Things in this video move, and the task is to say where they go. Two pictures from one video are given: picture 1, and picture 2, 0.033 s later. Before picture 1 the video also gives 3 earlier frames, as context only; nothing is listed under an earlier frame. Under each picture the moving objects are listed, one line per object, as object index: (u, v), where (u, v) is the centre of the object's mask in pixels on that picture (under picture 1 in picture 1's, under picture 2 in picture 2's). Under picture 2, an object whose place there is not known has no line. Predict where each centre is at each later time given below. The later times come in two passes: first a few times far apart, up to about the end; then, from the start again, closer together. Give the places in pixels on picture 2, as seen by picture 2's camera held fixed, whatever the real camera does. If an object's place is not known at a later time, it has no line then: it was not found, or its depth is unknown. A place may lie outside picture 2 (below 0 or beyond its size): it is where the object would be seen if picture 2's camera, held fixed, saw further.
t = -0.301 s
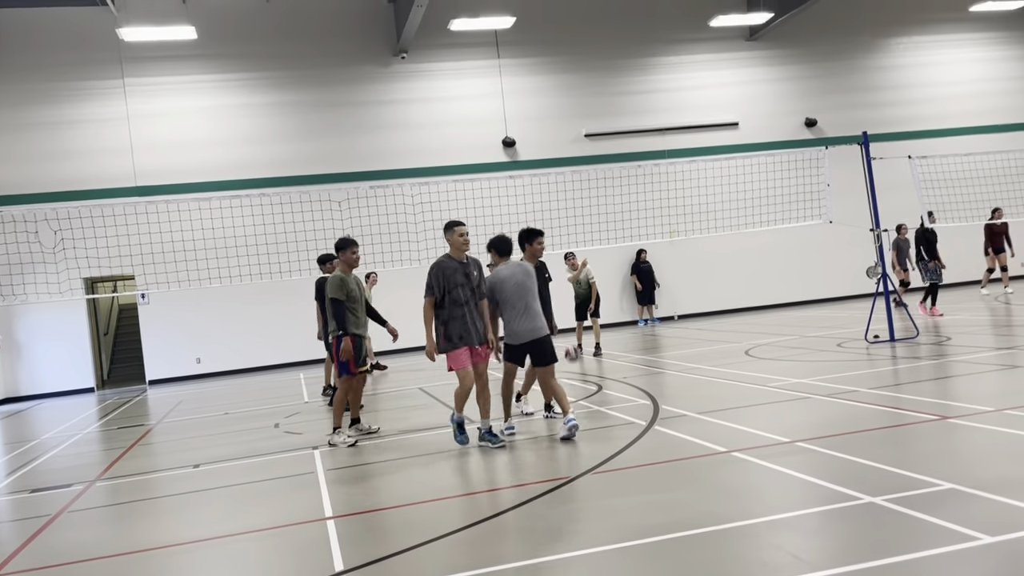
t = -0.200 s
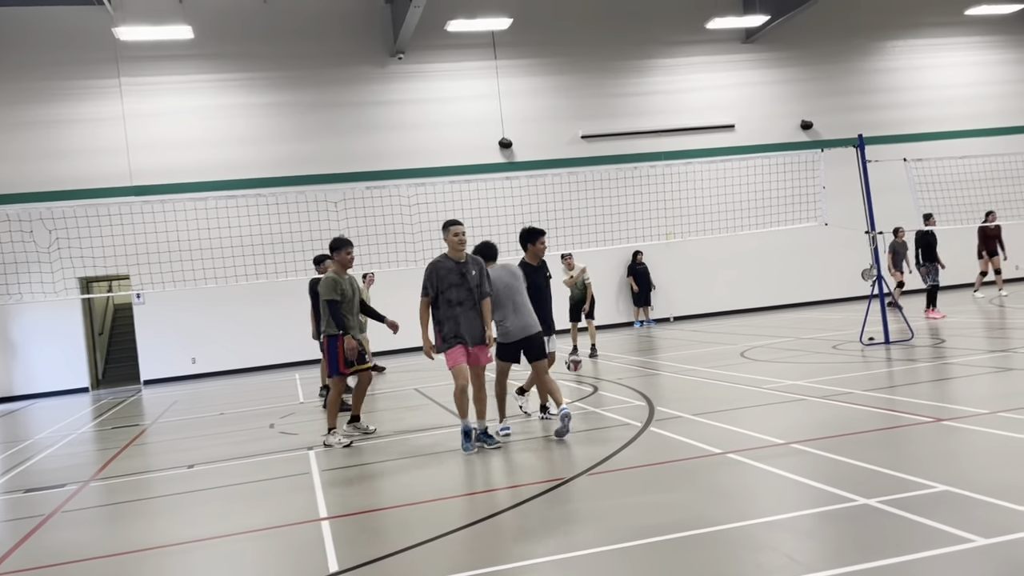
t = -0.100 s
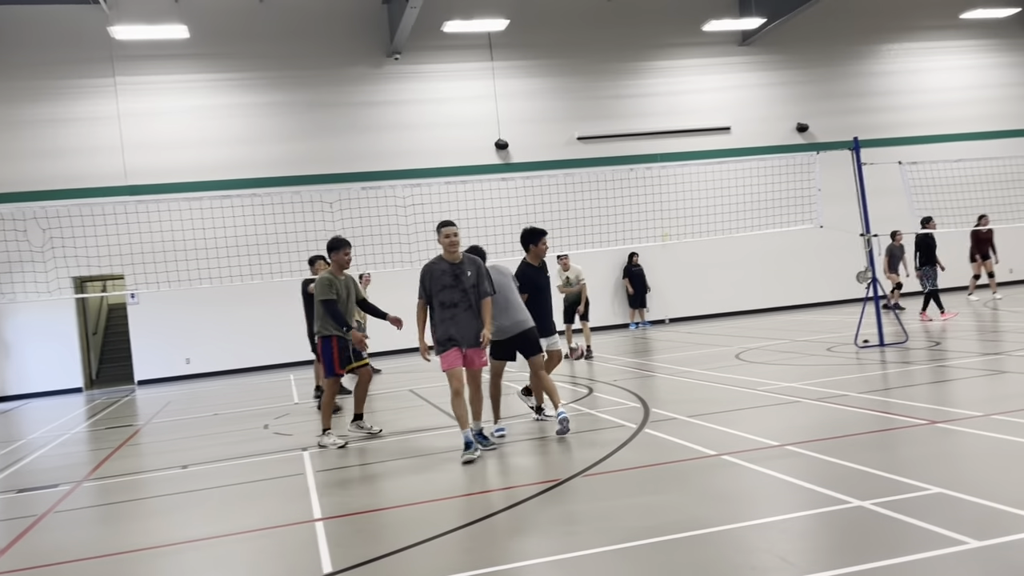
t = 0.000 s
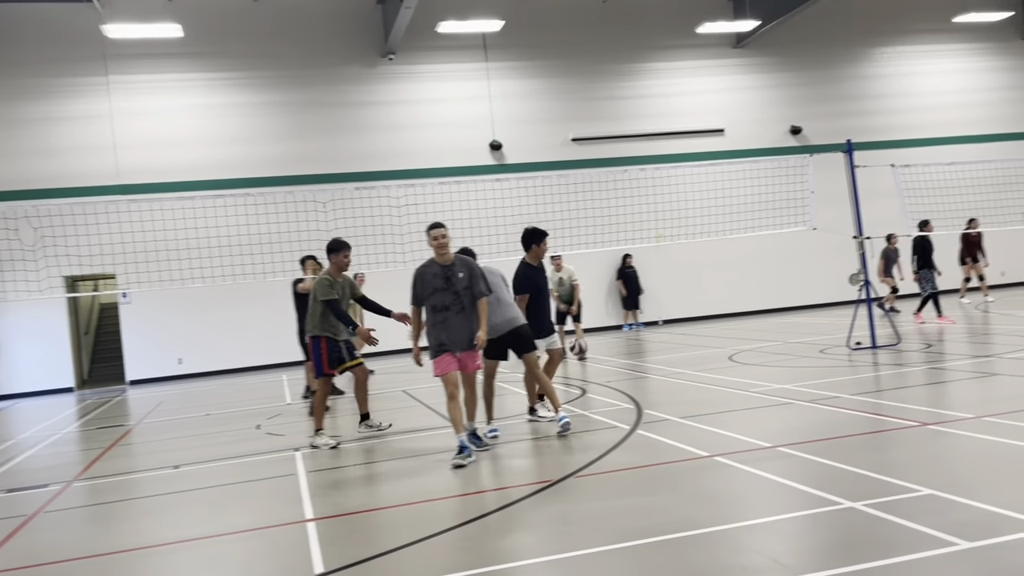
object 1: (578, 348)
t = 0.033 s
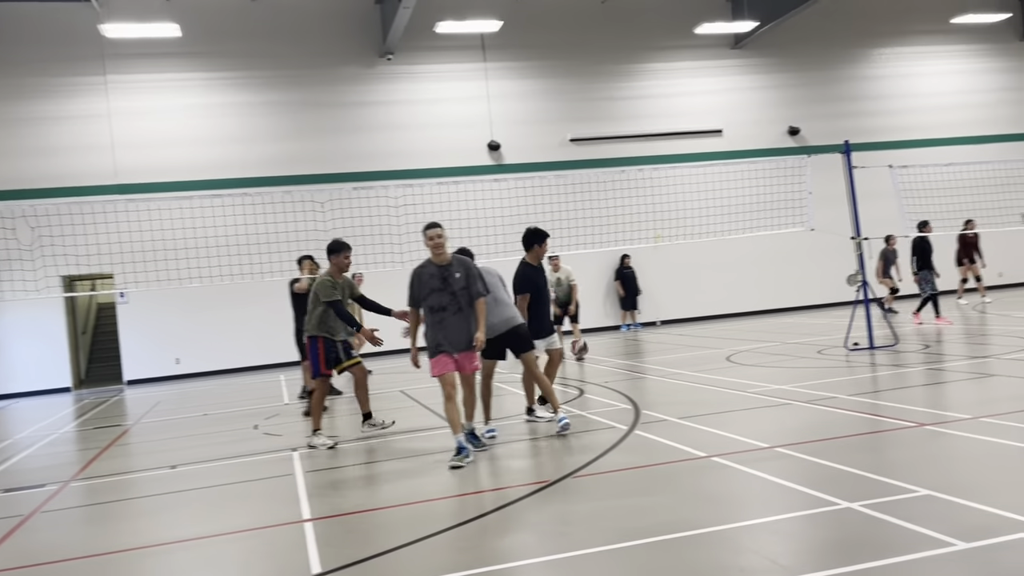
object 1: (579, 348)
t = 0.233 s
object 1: (603, 370)
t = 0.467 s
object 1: (631, 372)
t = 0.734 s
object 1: (676, 392)
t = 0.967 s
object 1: (724, 400)
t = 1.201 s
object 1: (792, 428)
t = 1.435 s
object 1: (882, 449)
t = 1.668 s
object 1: (1006, 507)
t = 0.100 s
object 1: (585, 351)
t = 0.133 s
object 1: (589, 354)
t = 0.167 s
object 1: (594, 358)
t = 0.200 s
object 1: (598, 364)
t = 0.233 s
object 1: (603, 370)
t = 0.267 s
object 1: (607, 378)
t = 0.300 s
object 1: (611, 387)
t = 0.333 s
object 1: (616, 391)
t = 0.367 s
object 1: (619, 384)
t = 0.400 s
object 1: (623, 379)
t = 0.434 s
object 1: (627, 375)
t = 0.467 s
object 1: (631, 372)
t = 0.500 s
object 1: (636, 370)
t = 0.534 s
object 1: (641, 369)
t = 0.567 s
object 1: (645, 369)
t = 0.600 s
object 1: (651, 371)
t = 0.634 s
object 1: (656, 374)
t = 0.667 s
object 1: (663, 379)
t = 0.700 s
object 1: (669, 384)
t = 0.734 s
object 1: (676, 392)
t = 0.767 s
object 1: (683, 402)
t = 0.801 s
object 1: (689, 414)
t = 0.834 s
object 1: (698, 421)
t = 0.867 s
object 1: (704, 414)
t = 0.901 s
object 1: (711, 407)
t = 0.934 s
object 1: (718, 403)
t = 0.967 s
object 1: (724, 400)
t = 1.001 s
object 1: (733, 399)
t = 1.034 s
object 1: (741, 398)
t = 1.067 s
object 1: (750, 400)
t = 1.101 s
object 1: (759, 403)
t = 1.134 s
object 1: (769, 409)
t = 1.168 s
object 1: (781, 418)
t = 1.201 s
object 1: (792, 428)
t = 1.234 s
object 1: (804, 440)
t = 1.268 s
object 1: (817, 456)
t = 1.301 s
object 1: (830, 471)
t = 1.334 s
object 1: (842, 463)
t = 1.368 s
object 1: (856, 456)
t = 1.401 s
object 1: (867, 452)
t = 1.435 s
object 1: (882, 449)
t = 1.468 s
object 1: (897, 449)
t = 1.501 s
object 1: (912, 452)
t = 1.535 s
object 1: (932, 456)
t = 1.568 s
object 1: (949, 465)
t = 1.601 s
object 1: (970, 475)
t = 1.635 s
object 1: (991, 489)
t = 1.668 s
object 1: (1006, 507)
